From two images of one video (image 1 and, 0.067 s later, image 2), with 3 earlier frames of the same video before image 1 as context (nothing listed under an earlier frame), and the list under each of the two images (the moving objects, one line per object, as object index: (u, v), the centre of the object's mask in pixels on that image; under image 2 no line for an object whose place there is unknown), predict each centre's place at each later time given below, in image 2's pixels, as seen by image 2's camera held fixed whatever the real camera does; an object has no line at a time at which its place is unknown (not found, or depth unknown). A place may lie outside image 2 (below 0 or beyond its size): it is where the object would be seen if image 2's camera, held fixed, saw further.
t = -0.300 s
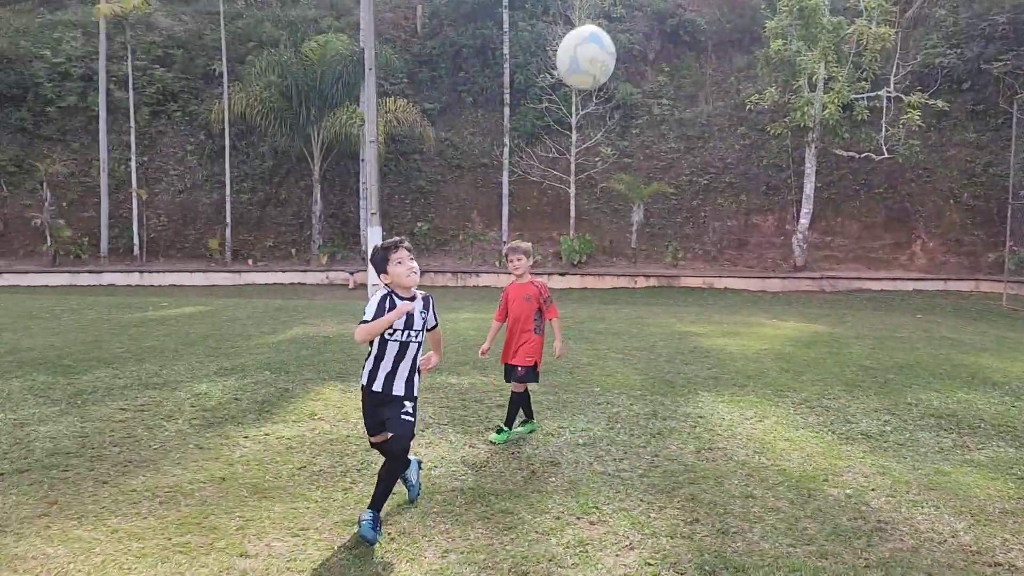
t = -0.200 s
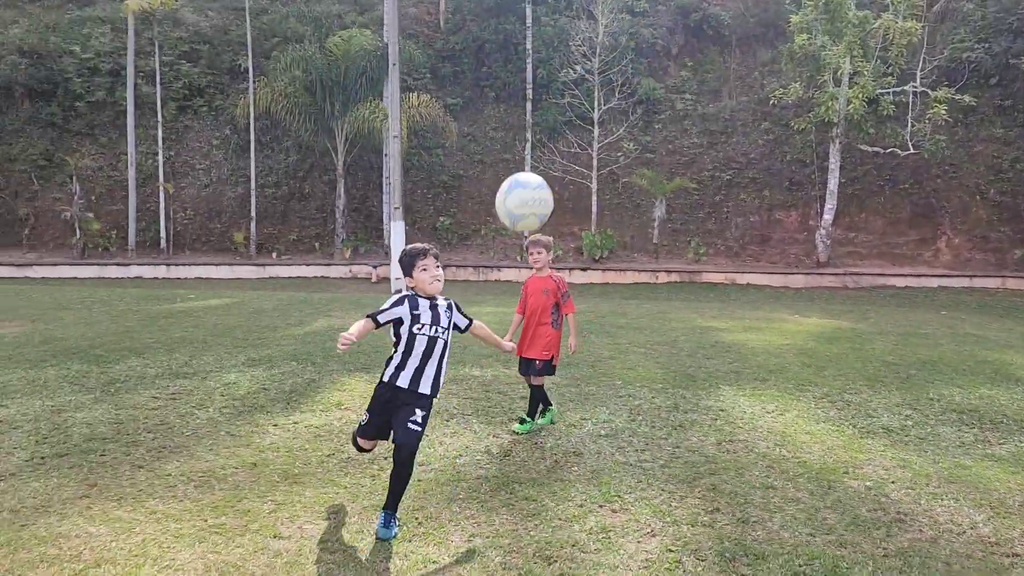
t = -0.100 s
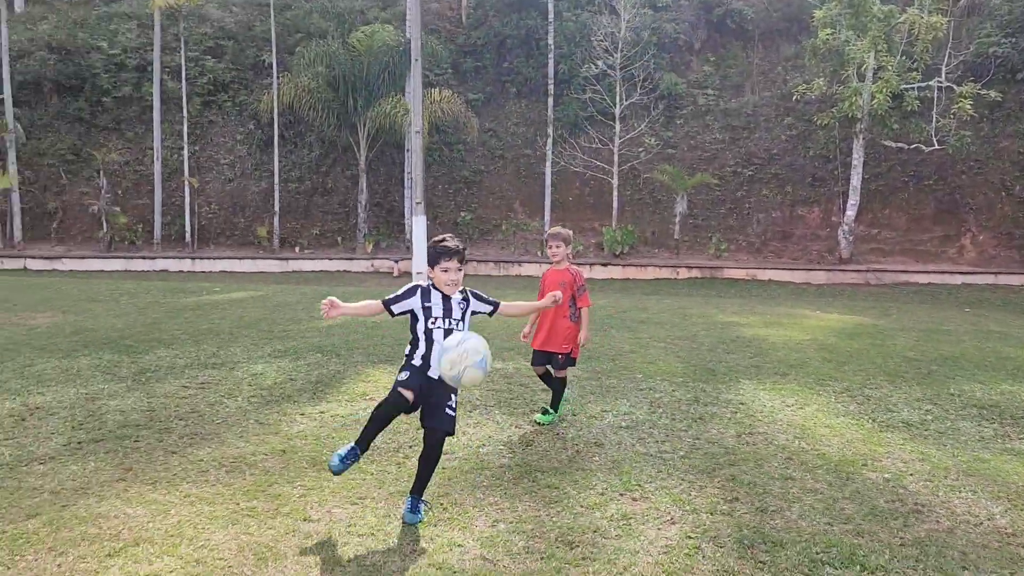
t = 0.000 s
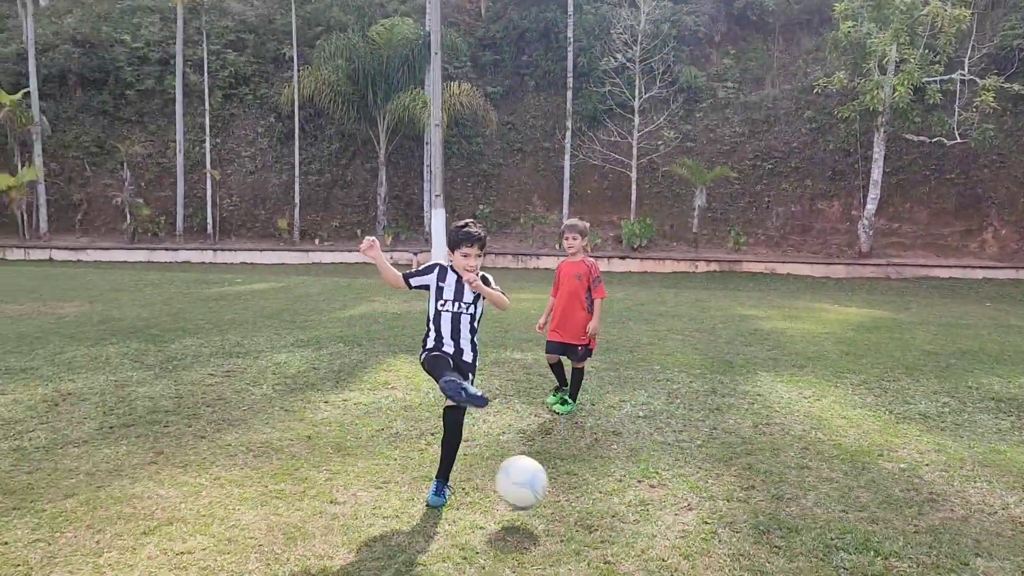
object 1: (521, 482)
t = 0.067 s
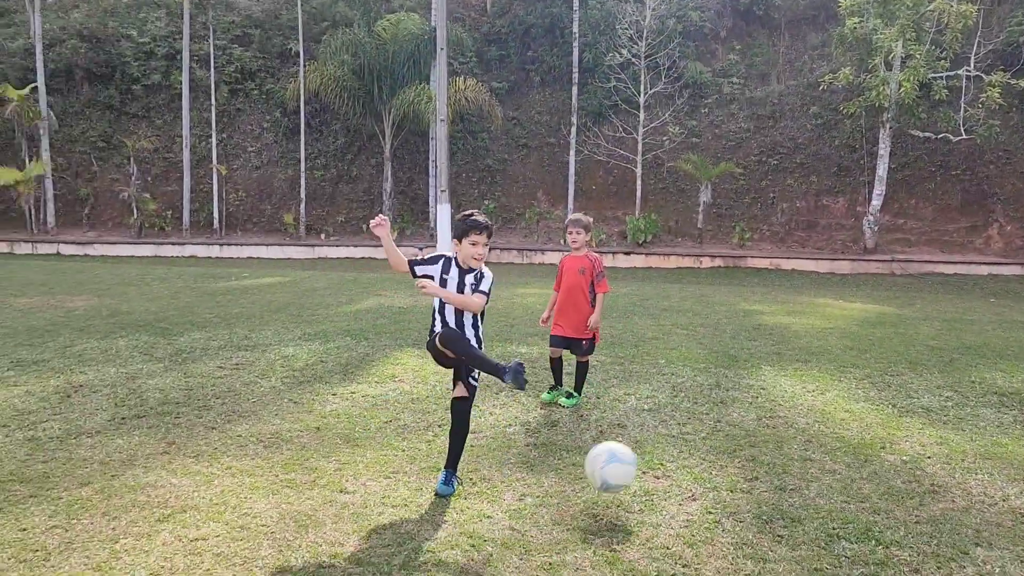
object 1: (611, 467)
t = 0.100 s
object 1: (653, 447)
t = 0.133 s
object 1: (695, 428)
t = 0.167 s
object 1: (735, 414)
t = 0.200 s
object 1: (775, 401)
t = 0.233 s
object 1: (816, 392)
